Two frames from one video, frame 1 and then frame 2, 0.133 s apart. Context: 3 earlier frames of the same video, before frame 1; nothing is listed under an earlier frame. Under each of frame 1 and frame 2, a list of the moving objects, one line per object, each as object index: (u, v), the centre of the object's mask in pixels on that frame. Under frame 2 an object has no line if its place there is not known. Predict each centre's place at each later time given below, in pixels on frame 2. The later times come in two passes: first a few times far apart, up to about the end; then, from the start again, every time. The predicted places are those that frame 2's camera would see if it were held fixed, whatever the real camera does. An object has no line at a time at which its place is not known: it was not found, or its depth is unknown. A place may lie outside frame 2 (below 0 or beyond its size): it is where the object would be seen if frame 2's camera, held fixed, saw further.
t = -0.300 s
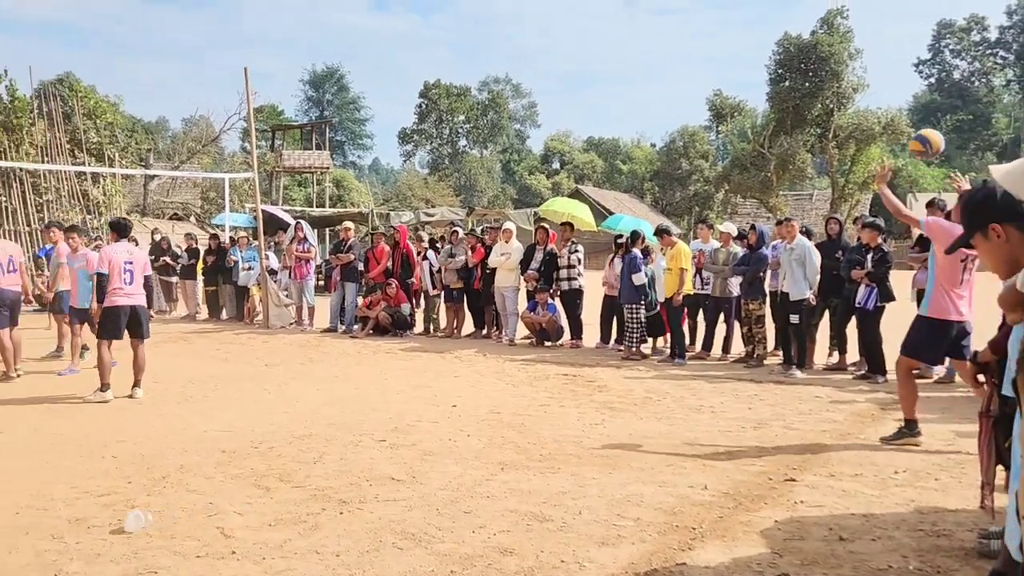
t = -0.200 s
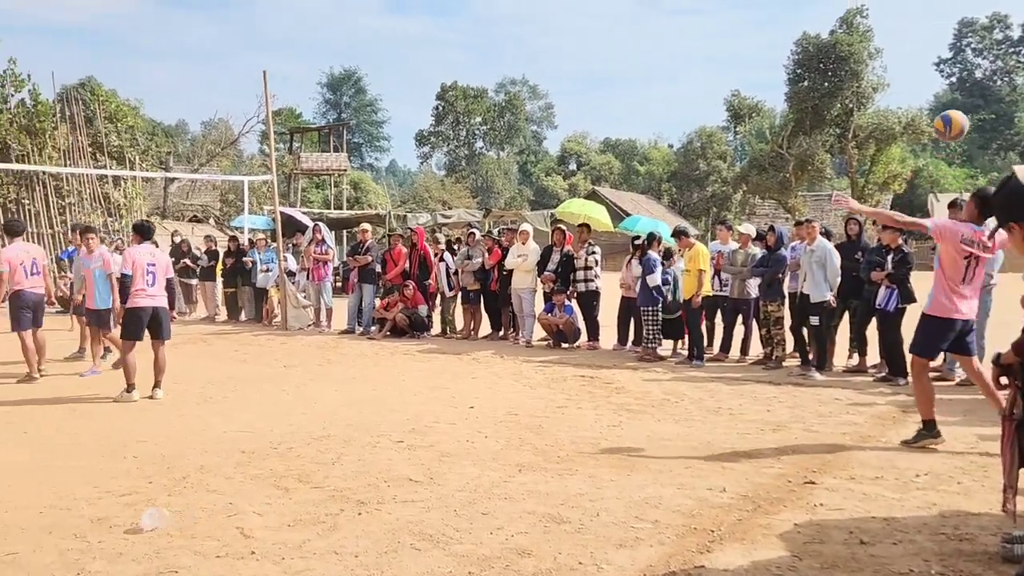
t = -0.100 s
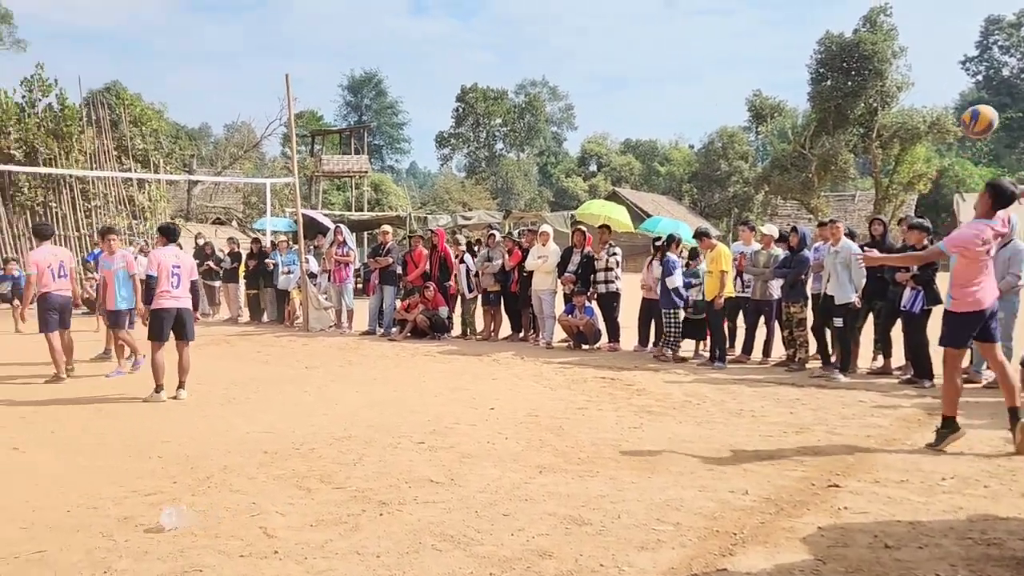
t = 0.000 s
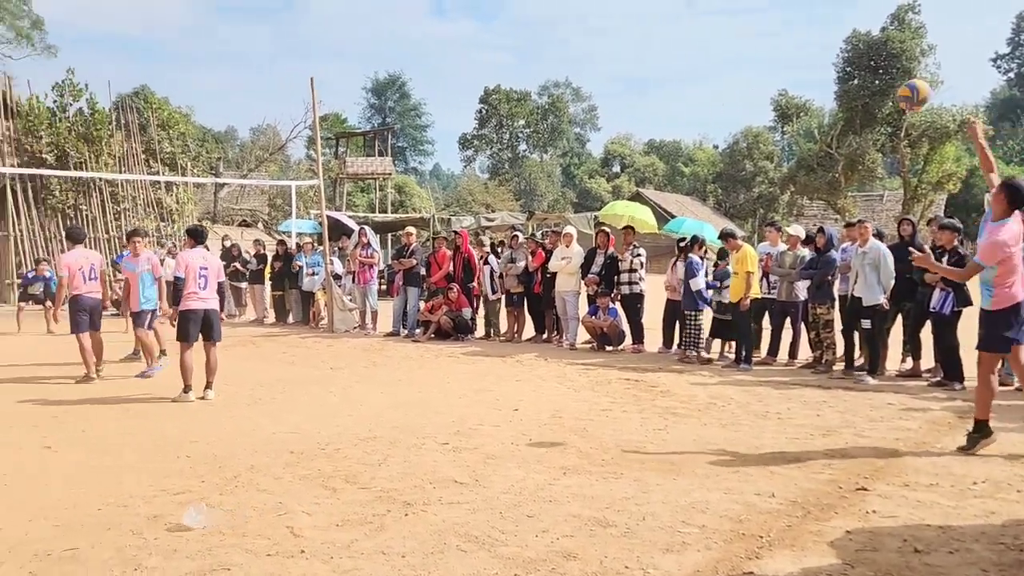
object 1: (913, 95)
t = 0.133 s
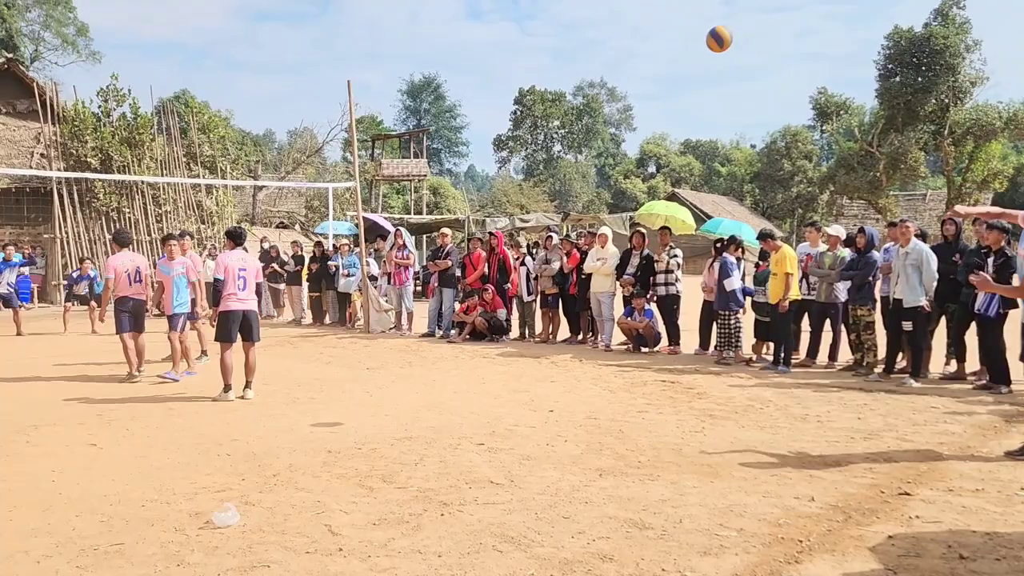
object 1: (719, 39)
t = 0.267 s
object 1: (543, 21)
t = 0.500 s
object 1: (329, 40)
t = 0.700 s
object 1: (204, 86)
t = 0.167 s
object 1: (670, 32)
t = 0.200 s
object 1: (625, 27)
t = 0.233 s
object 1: (583, 23)
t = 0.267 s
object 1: (543, 21)
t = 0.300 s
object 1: (507, 20)
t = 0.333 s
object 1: (473, 22)
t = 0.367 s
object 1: (440, 24)
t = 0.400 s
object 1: (410, 27)
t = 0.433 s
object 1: (382, 30)
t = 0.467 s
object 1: (355, 35)
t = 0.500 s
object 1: (329, 40)
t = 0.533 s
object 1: (305, 47)
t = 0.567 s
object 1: (283, 54)
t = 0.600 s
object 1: (261, 61)
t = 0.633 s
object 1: (240, 69)
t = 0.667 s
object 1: (221, 78)
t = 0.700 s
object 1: (204, 86)
